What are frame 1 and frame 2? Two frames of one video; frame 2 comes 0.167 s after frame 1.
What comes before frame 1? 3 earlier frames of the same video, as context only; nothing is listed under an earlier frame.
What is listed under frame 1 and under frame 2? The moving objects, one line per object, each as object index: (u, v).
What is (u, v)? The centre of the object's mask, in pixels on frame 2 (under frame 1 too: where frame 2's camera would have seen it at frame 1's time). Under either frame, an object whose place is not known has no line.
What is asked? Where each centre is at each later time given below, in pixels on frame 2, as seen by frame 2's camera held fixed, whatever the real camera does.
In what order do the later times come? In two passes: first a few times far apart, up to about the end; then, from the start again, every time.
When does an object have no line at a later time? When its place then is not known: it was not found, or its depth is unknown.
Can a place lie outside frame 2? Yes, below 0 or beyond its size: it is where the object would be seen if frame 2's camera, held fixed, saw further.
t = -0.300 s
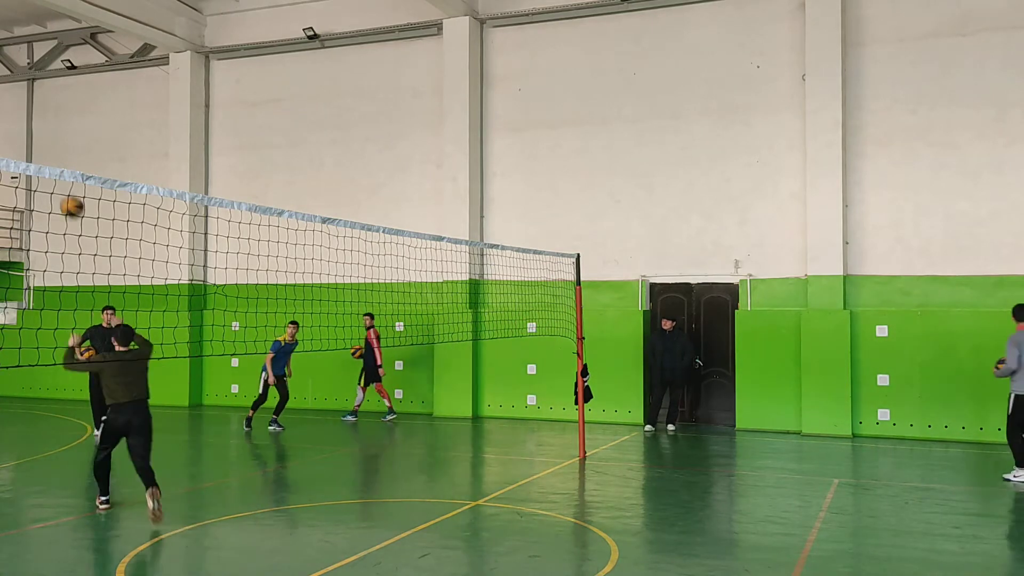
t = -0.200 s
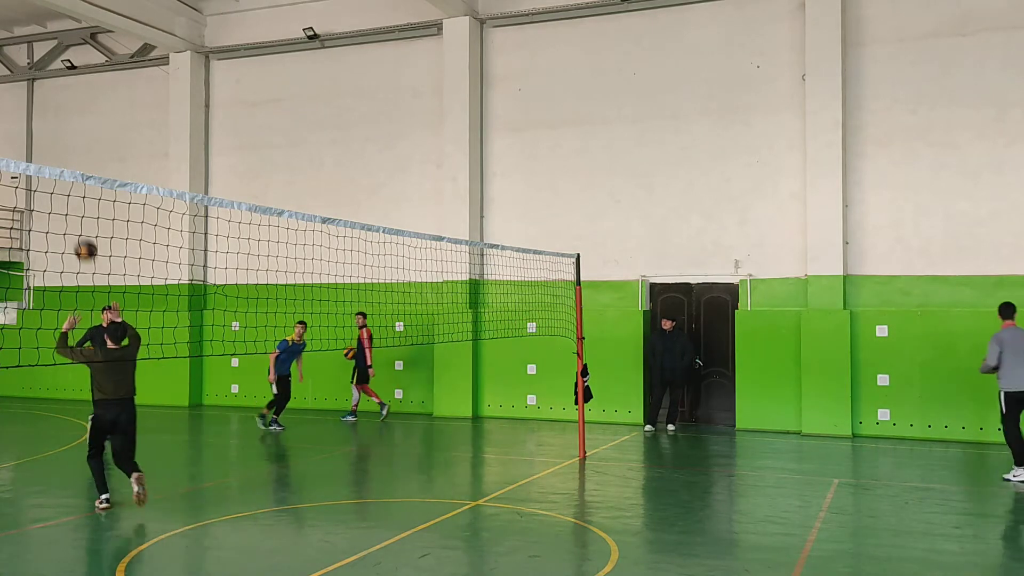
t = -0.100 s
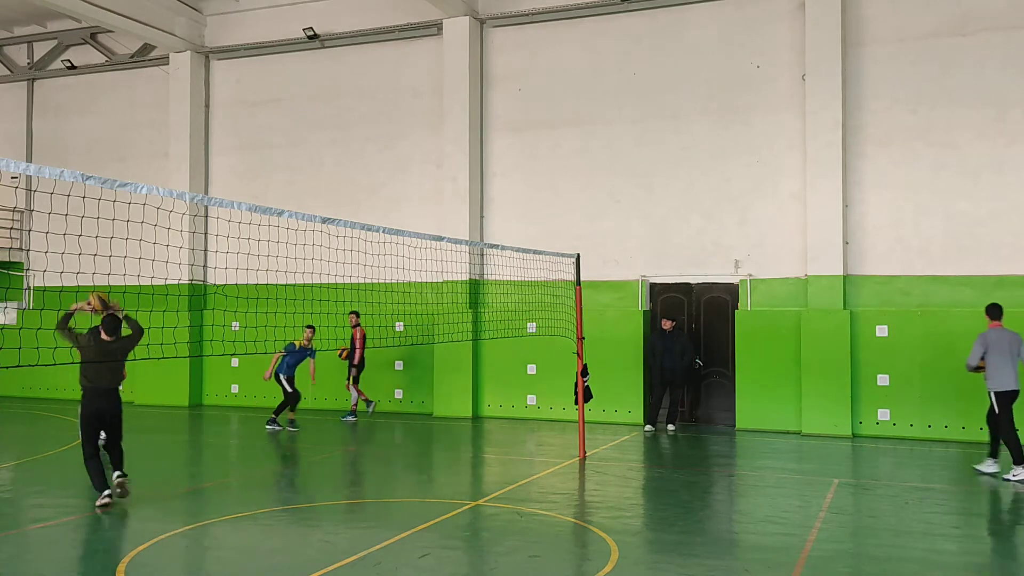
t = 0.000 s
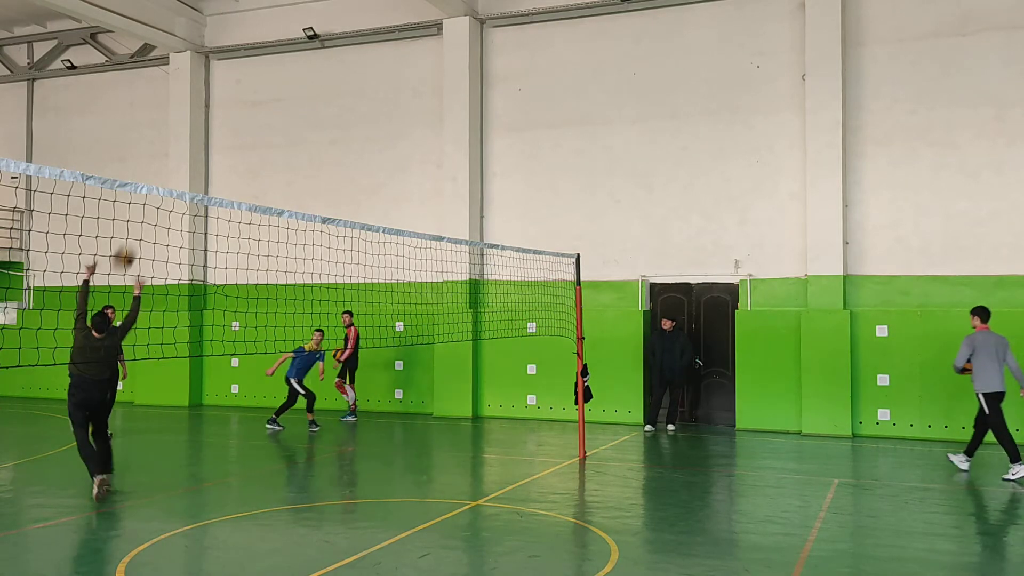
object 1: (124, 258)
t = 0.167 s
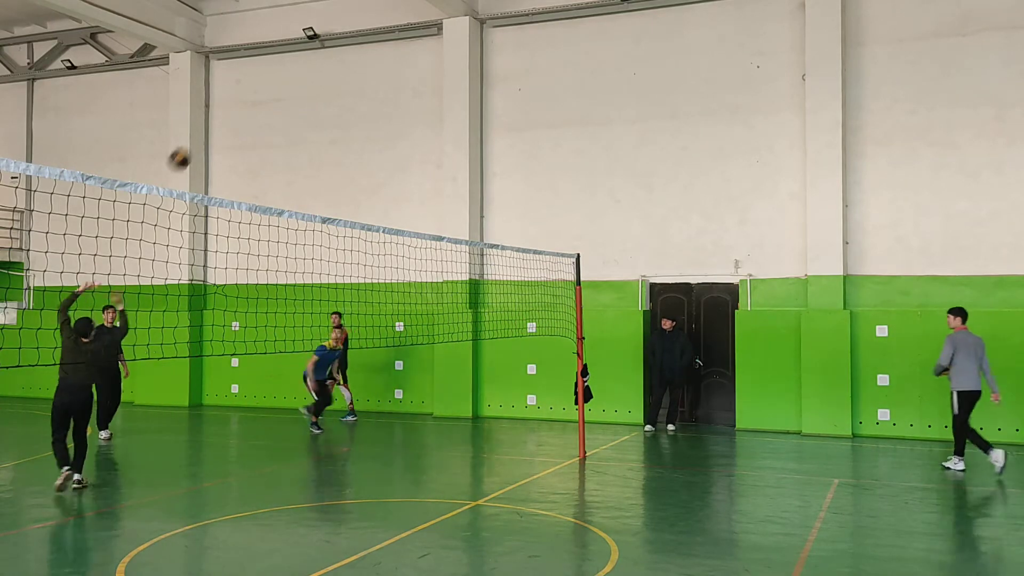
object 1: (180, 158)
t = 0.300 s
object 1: (221, 104)
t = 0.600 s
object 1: (306, 50)
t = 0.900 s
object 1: (382, 77)
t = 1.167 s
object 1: (441, 162)
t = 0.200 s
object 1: (190, 143)
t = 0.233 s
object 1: (201, 128)
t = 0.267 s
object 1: (211, 117)
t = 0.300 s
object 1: (221, 104)
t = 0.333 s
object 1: (231, 93)
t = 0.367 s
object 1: (240, 84)
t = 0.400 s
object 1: (250, 76)
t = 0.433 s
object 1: (260, 69)
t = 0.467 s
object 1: (269, 63)
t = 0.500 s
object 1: (279, 59)
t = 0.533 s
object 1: (288, 55)
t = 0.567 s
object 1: (297, 52)
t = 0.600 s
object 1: (306, 50)
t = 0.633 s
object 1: (315, 49)
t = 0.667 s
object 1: (323, 47)
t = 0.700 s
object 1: (332, 50)
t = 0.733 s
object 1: (341, 53)
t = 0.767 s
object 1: (349, 56)
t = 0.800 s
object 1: (357, 60)
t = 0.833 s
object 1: (366, 65)
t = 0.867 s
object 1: (374, 70)
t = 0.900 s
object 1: (382, 77)
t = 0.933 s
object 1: (389, 85)
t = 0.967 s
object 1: (397, 94)
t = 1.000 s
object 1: (405, 103)
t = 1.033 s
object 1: (412, 113)
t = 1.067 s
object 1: (419, 124)
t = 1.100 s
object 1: (427, 136)
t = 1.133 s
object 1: (434, 149)
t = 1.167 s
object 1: (441, 162)
